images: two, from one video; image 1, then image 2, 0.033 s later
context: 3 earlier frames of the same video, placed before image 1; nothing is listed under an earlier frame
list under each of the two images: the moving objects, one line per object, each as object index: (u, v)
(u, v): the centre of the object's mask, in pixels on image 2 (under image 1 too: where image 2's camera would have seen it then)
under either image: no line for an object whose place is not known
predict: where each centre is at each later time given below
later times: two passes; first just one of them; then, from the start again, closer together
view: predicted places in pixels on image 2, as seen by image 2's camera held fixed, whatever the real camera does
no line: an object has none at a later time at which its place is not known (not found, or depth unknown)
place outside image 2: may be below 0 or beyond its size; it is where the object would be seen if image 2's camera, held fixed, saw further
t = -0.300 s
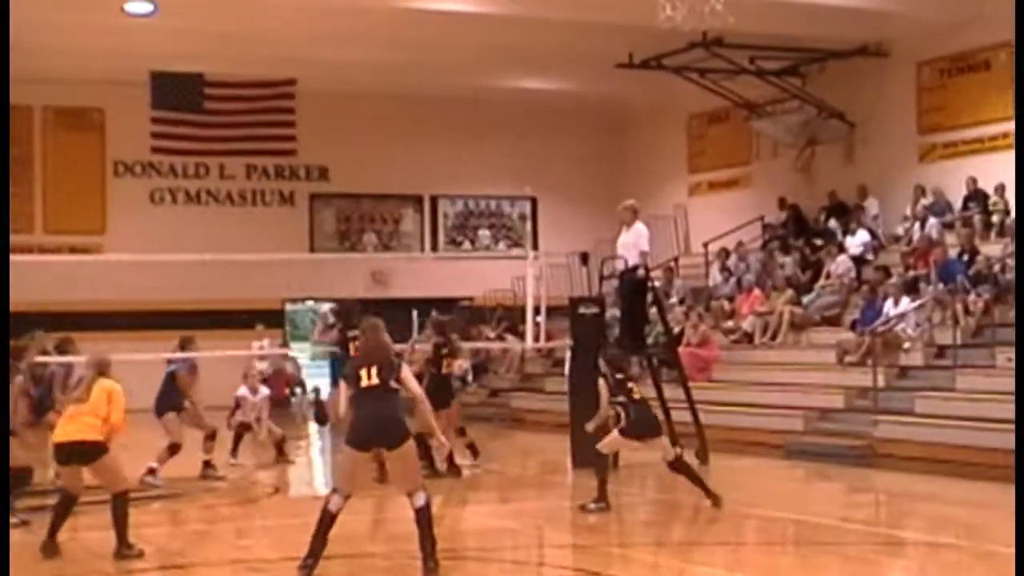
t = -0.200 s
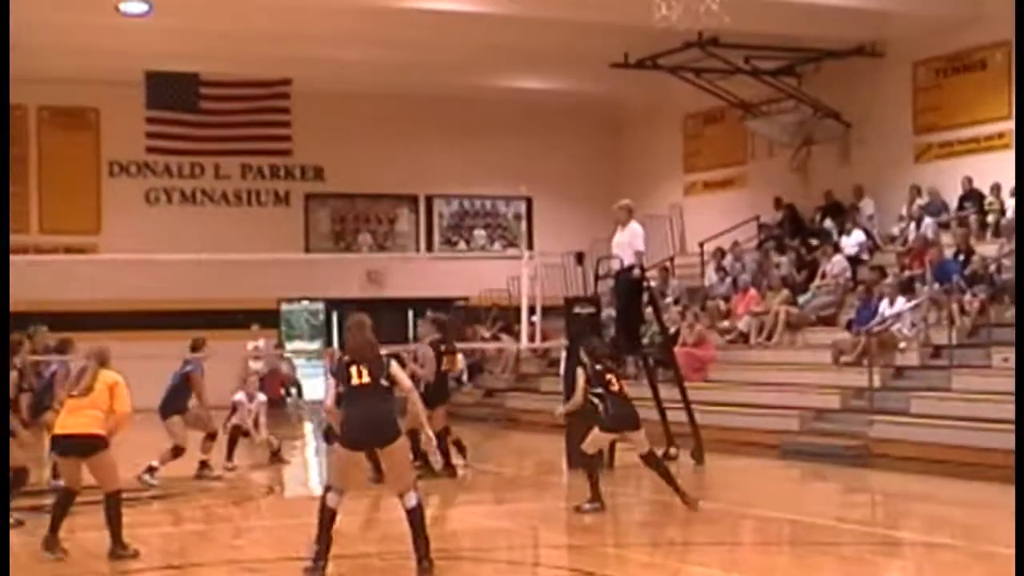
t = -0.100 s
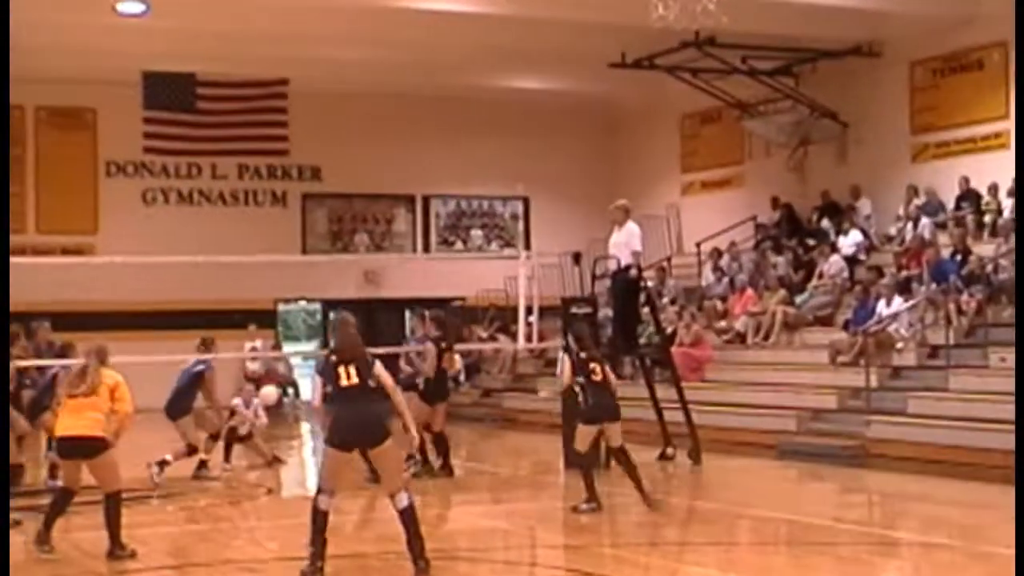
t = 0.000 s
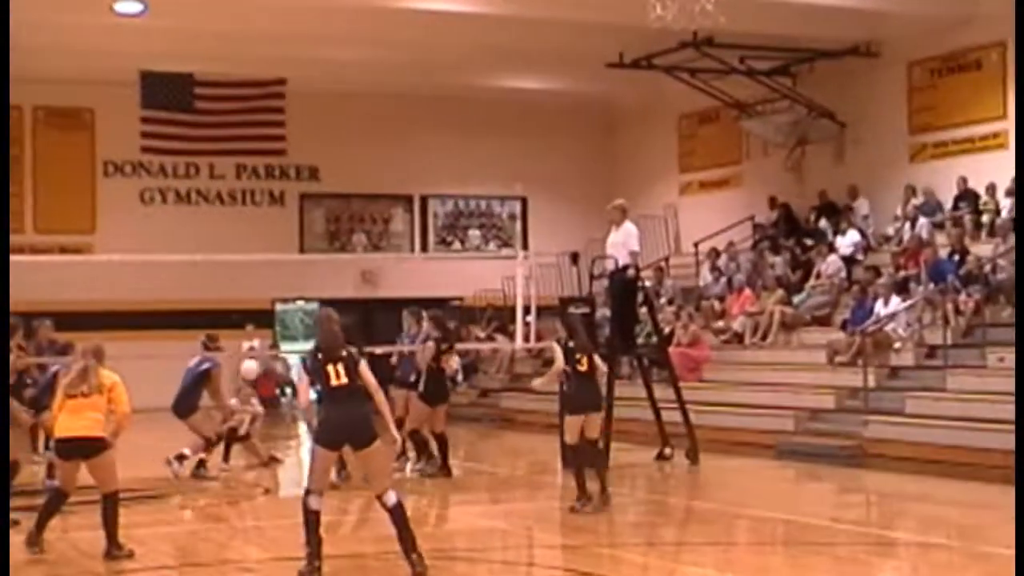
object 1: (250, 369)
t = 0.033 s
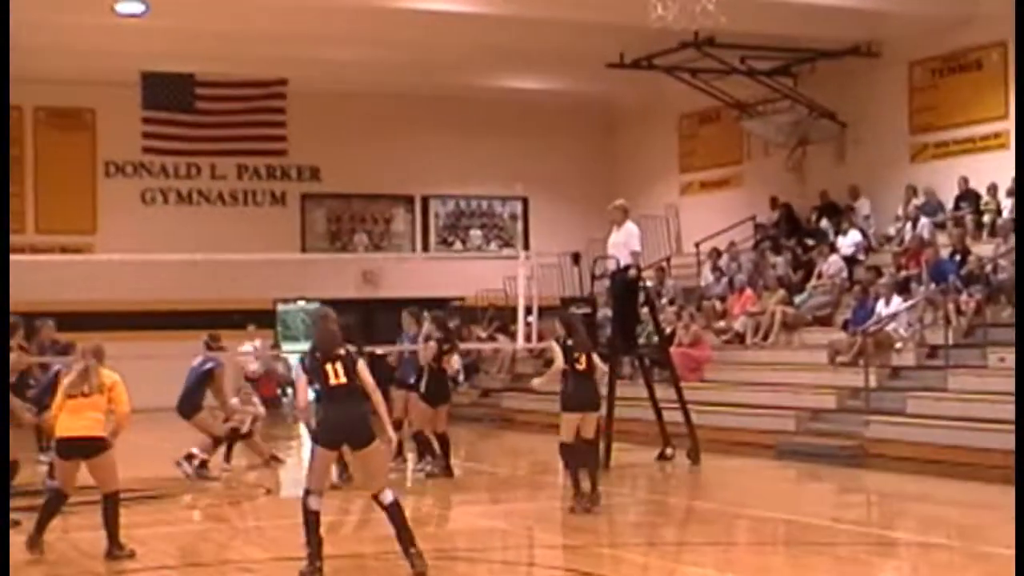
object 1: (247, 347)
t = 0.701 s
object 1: (150, 267)
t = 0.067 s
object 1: (241, 338)
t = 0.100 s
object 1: (235, 325)
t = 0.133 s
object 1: (230, 315)
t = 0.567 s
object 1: (166, 251)
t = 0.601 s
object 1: (162, 251)
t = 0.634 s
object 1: (157, 256)
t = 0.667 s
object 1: (154, 262)
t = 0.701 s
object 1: (150, 267)
